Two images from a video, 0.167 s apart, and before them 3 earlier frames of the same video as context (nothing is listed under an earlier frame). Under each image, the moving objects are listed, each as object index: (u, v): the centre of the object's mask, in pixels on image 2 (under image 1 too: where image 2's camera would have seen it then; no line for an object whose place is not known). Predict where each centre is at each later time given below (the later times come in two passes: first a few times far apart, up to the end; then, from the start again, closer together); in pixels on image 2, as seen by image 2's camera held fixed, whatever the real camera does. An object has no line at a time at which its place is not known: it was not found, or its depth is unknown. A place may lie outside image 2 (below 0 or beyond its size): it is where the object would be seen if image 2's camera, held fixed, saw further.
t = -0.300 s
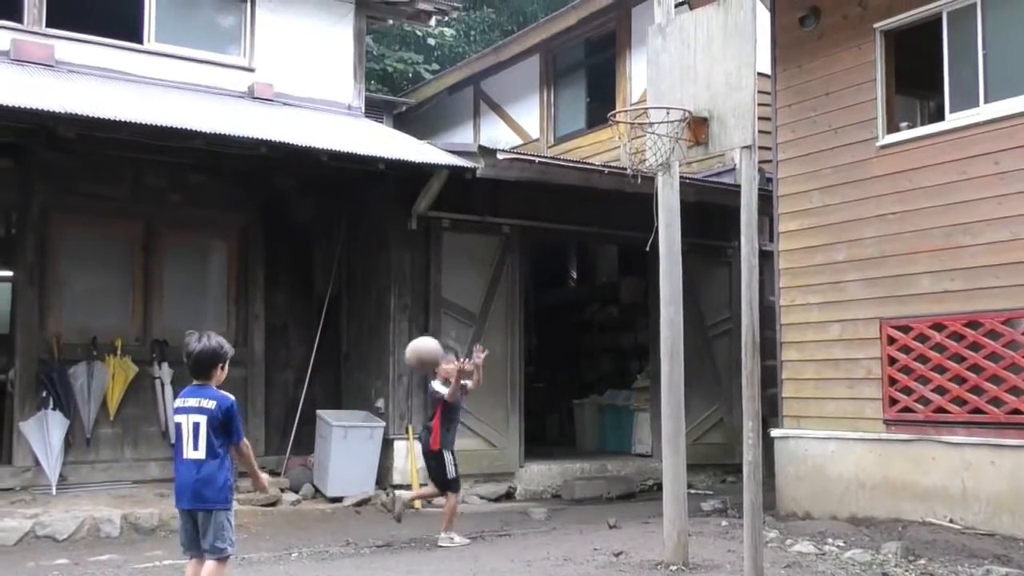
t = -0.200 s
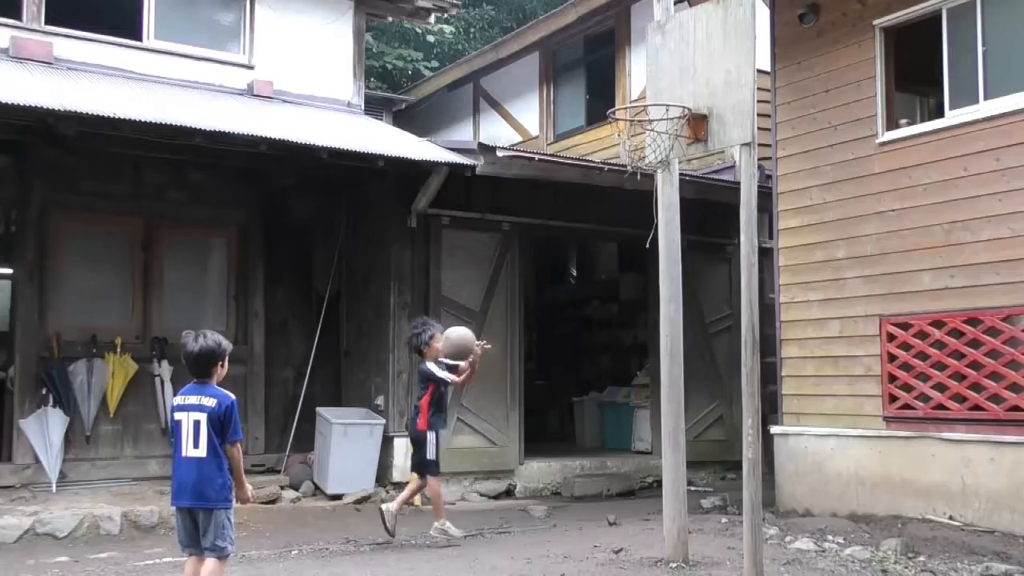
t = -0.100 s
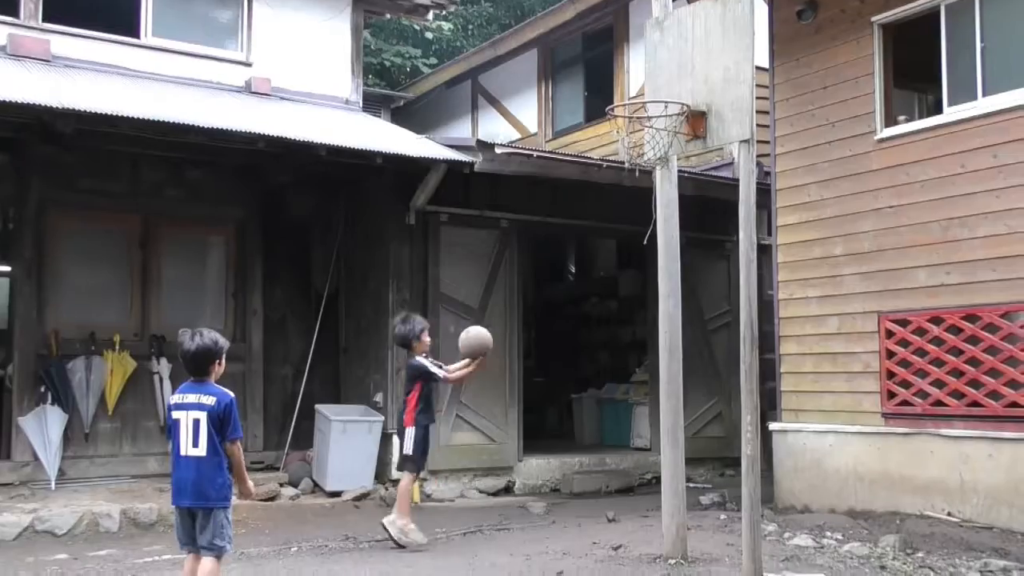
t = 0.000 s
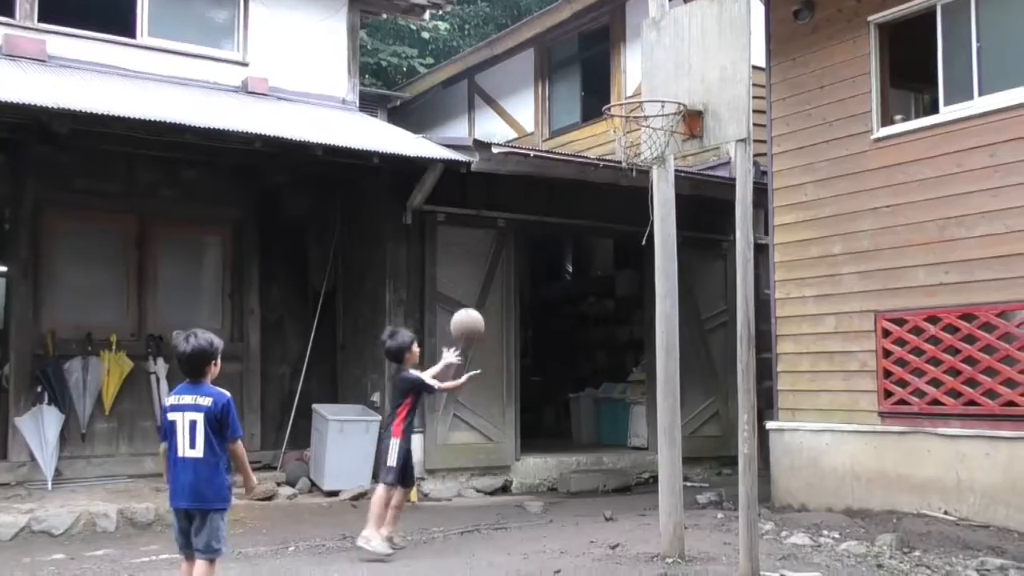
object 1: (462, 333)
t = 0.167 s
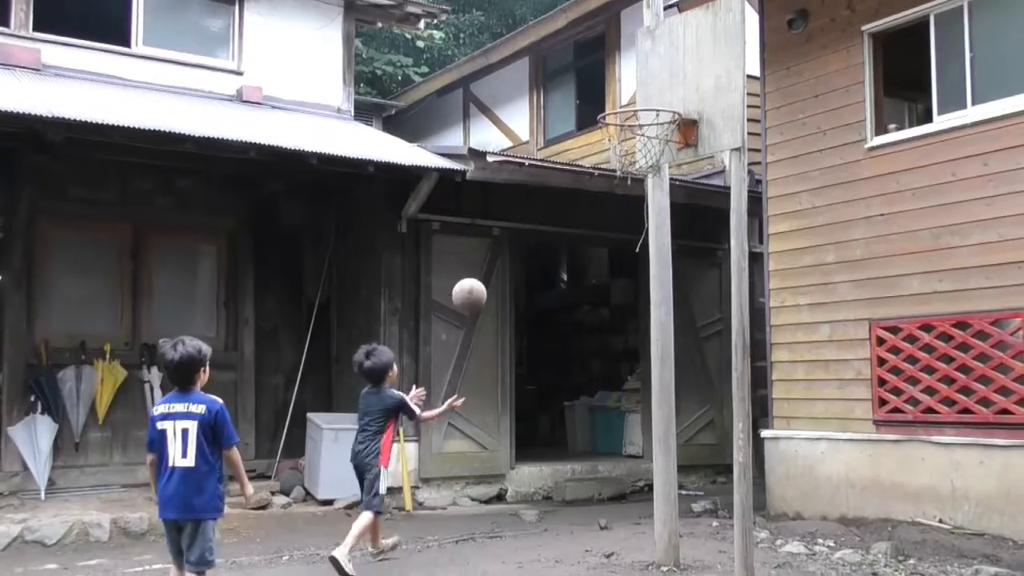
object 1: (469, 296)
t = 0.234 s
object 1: (472, 292)
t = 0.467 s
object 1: (482, 322)
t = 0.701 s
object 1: (494, 440)
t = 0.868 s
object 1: (503, 514)
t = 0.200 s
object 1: (471, 294)
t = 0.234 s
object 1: (472, 292)
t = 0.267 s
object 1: (473, 292)
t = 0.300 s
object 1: (475, 293)
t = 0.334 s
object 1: (476, 295)
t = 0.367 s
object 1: (478, 300)
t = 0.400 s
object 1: (479, 305)
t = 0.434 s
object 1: (481, 314)
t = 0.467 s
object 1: (482, 322)
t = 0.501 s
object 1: (484, 333)
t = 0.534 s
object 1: (485, 347)
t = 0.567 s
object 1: (487, 362)
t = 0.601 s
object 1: (489, 378)
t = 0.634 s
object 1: (490, 398)
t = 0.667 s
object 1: (492, 418)
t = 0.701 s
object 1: (494, 440)
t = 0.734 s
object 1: (495, 464)
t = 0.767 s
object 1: (496, 490)
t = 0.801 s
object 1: (496, 516)
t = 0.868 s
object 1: (503, 514)
